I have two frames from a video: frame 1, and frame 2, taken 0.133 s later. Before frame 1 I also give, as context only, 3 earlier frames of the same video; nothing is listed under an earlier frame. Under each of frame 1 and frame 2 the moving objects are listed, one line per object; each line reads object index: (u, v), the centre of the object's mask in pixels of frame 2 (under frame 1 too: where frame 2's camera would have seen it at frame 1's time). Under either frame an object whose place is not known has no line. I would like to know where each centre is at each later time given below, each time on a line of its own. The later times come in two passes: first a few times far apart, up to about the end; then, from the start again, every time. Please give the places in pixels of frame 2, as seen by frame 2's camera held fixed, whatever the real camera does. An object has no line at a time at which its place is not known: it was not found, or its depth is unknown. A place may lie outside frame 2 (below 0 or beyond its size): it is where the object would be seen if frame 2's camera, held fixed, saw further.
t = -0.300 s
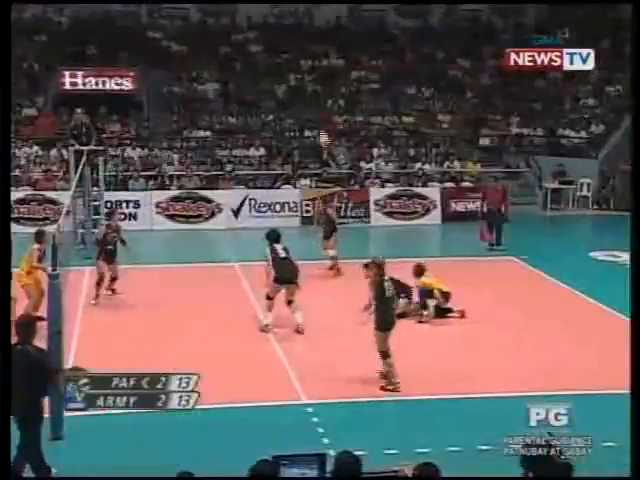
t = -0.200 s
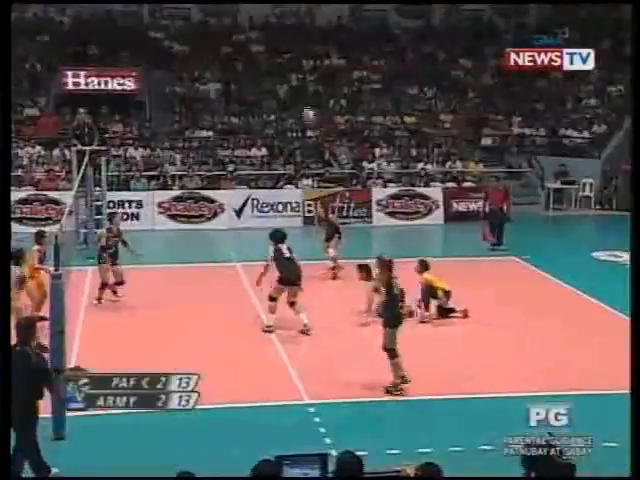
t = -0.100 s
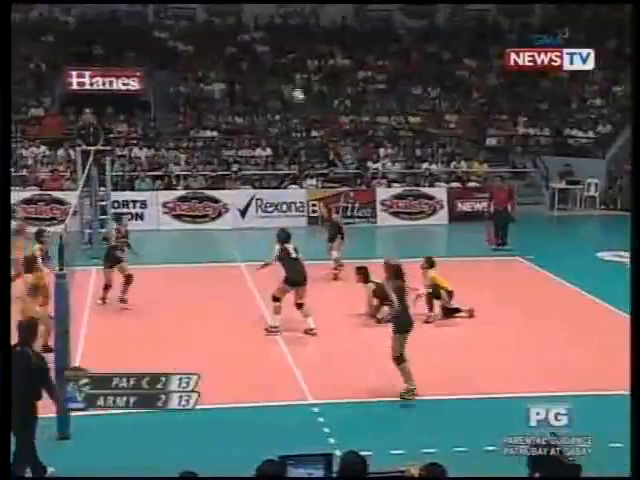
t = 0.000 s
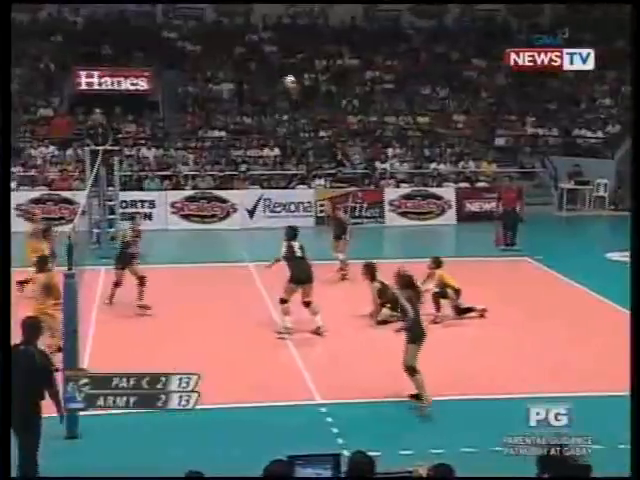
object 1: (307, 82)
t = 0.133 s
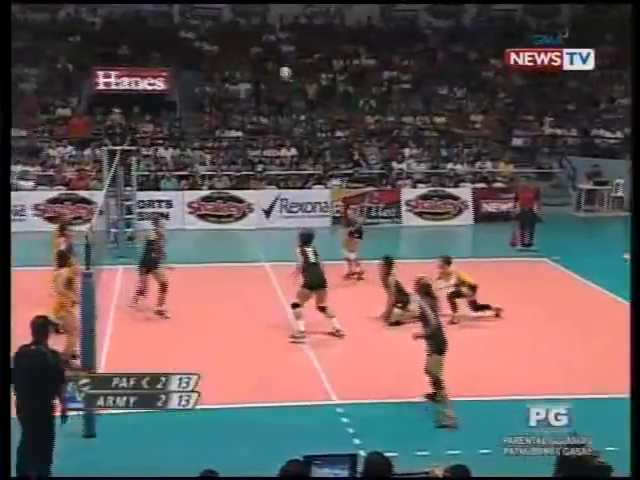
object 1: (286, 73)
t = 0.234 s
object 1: (270, 74)
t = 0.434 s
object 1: (237, 93)
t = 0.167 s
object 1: (281, 72)
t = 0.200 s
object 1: (275, 73)
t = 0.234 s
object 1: (270, 74)
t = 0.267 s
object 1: (264, 76)
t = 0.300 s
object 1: (258, 78)
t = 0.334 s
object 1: (254, 80)
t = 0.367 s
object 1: (249, 85)
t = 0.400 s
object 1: (244, 89)
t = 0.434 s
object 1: (237, 93)
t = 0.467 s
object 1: (232, 100)
